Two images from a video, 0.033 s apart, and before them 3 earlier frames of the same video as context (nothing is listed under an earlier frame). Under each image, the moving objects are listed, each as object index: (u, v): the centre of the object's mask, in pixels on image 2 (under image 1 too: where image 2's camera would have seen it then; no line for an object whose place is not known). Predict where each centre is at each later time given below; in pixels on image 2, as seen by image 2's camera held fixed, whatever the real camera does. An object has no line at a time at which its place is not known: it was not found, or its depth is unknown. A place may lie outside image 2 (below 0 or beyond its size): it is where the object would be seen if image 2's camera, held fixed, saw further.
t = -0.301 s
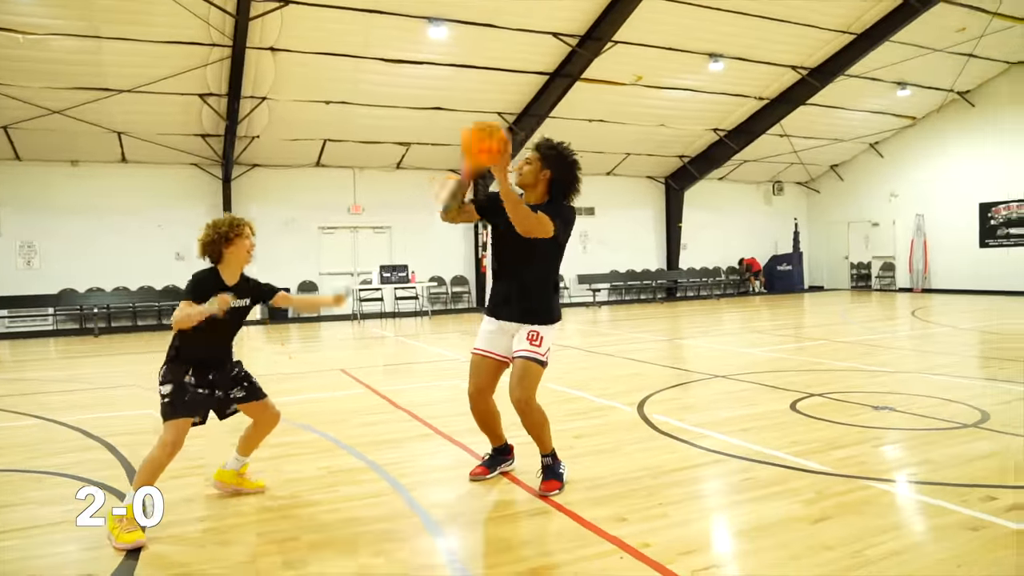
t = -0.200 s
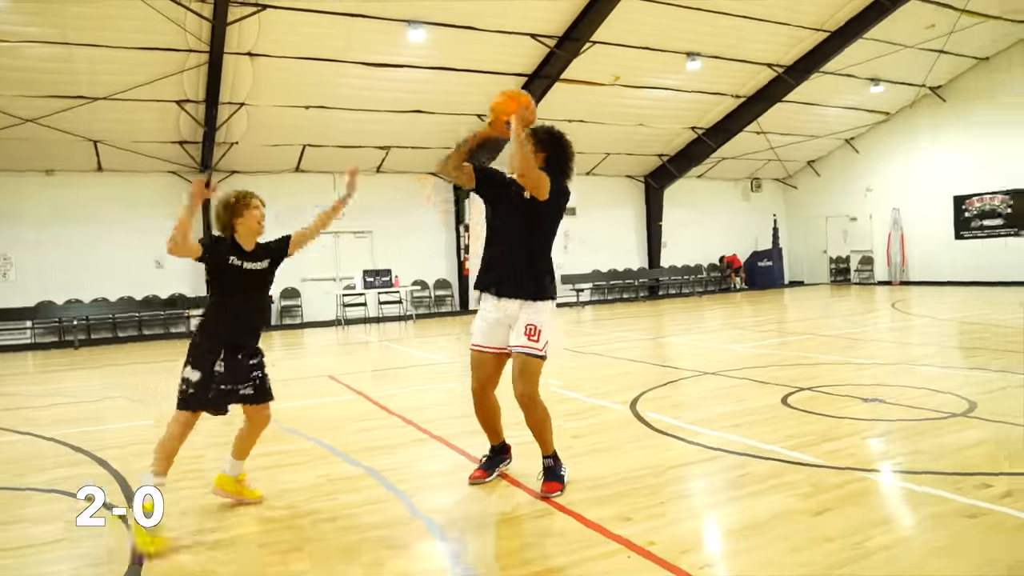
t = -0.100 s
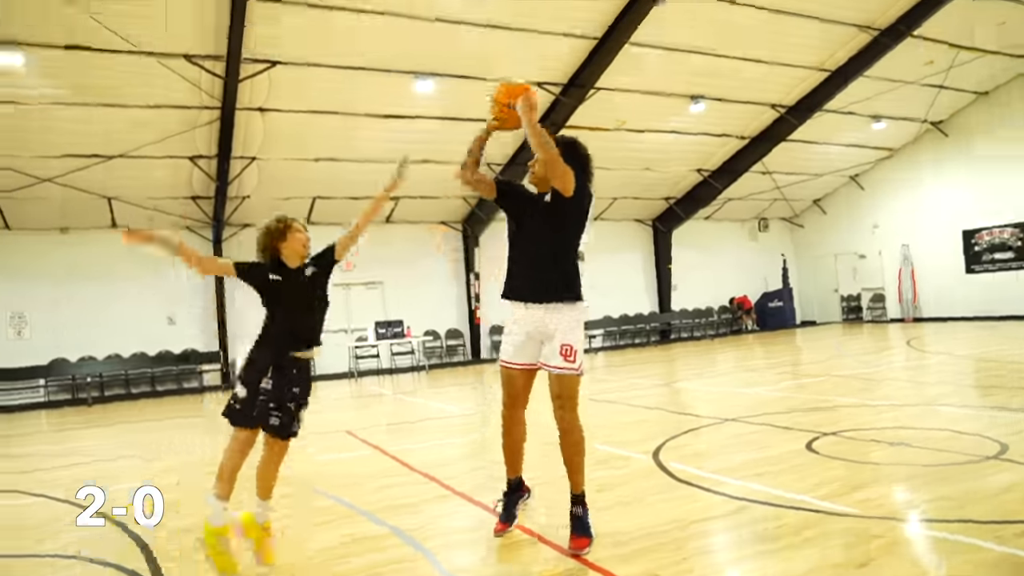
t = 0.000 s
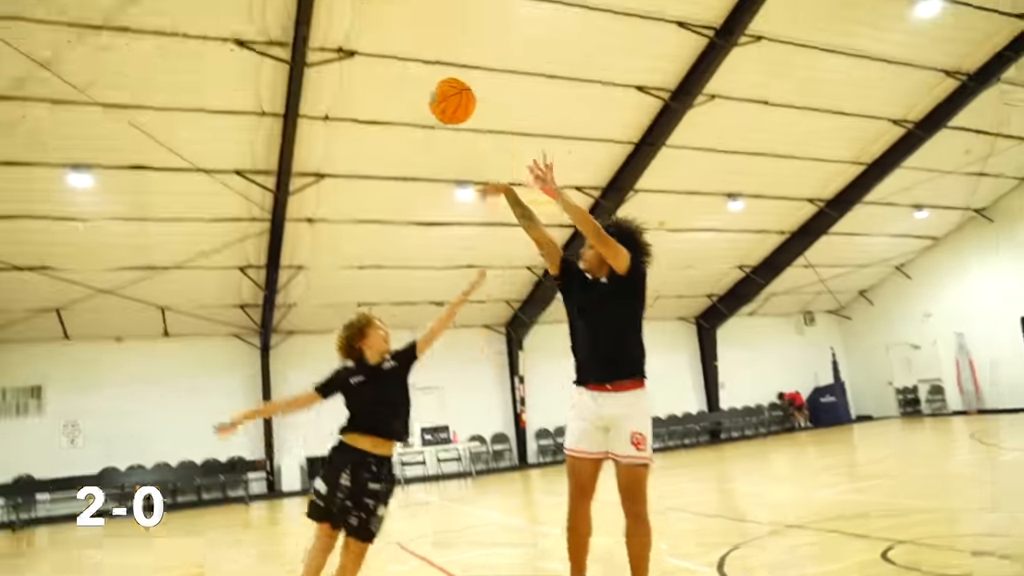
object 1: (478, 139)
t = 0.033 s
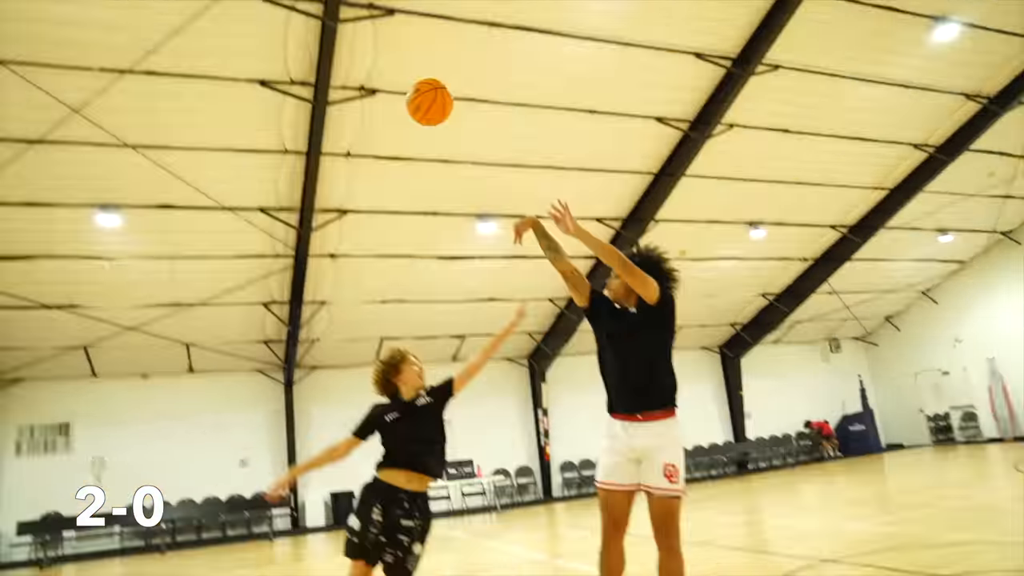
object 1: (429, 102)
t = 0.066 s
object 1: (383, 68)
